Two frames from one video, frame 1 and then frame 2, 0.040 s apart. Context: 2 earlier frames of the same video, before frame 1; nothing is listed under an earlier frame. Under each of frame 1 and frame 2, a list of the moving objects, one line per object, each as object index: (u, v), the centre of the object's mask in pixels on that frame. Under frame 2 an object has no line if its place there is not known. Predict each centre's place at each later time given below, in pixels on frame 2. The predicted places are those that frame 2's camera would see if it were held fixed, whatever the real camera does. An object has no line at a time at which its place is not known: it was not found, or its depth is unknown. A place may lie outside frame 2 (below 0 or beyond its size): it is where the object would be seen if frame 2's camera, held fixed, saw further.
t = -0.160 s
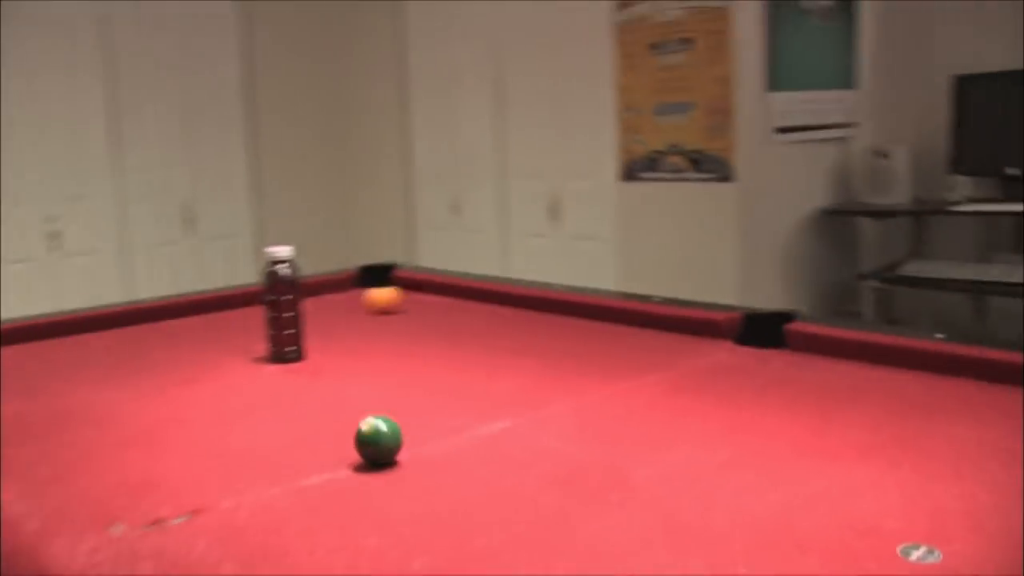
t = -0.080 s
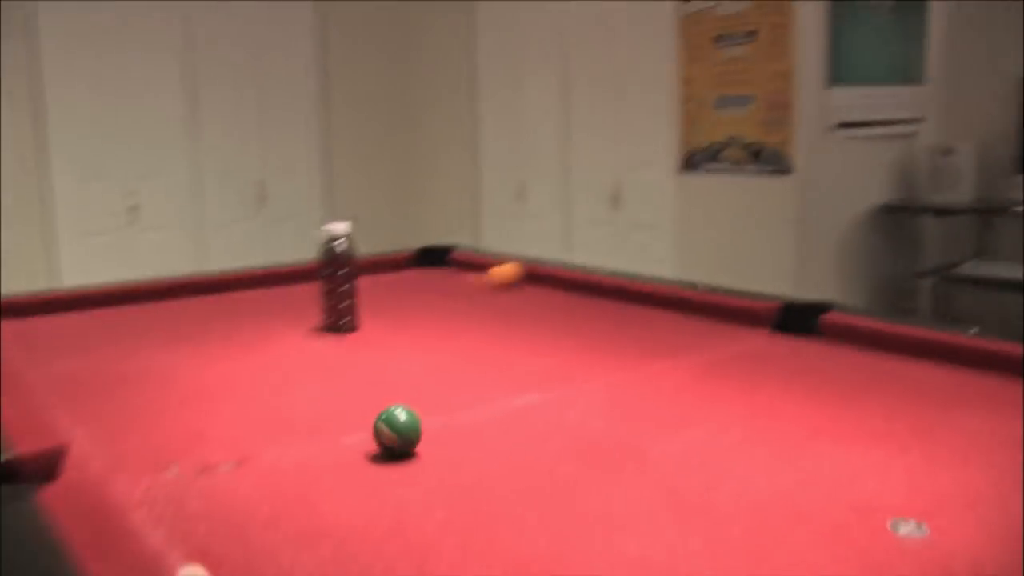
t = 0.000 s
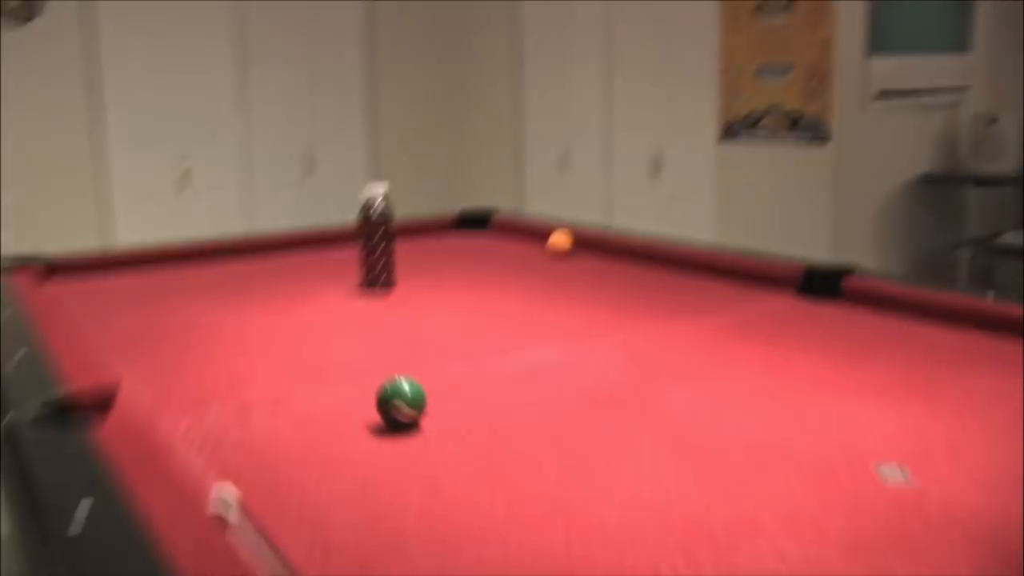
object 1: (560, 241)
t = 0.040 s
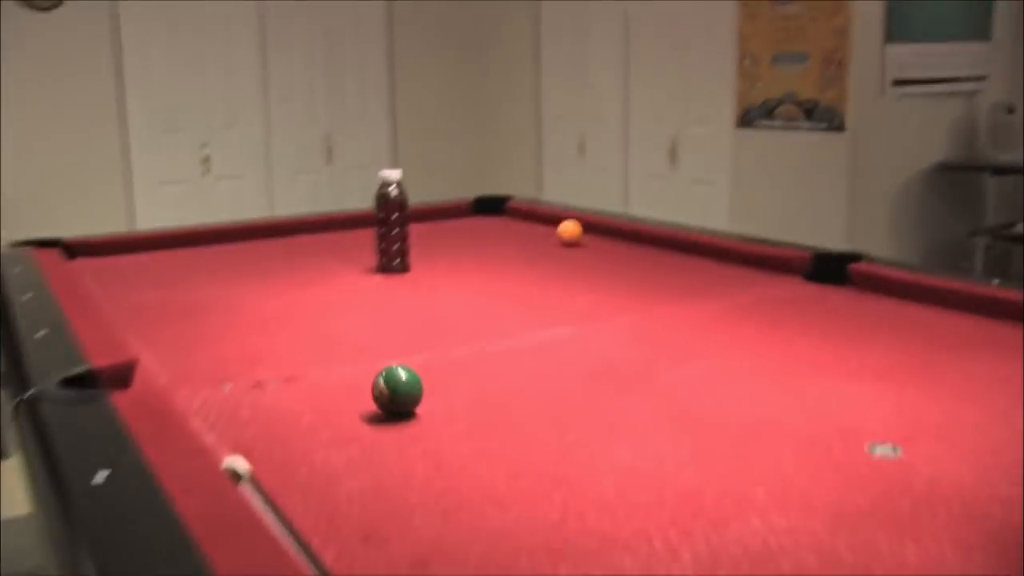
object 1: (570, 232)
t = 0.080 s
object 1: (568, 236)
